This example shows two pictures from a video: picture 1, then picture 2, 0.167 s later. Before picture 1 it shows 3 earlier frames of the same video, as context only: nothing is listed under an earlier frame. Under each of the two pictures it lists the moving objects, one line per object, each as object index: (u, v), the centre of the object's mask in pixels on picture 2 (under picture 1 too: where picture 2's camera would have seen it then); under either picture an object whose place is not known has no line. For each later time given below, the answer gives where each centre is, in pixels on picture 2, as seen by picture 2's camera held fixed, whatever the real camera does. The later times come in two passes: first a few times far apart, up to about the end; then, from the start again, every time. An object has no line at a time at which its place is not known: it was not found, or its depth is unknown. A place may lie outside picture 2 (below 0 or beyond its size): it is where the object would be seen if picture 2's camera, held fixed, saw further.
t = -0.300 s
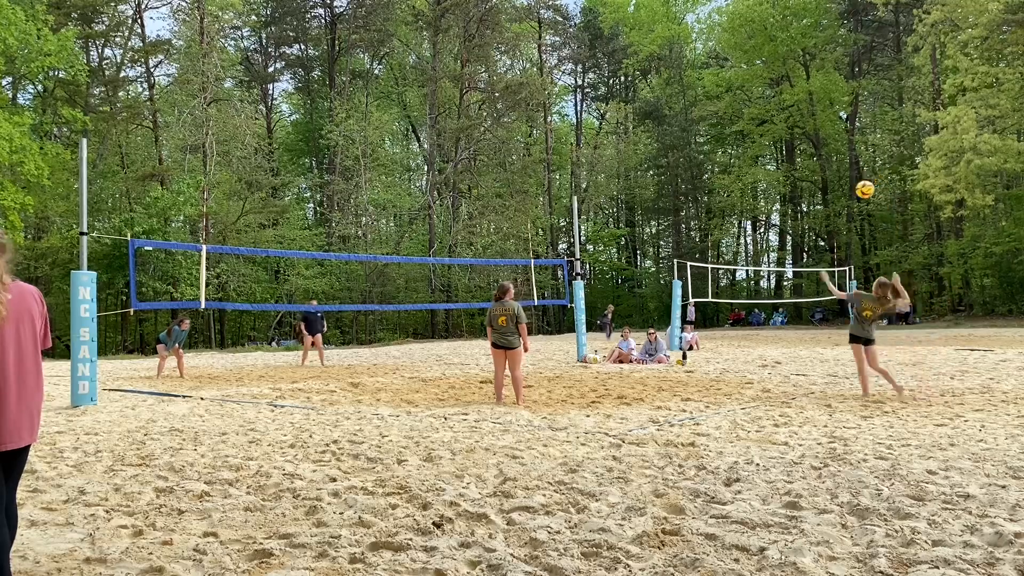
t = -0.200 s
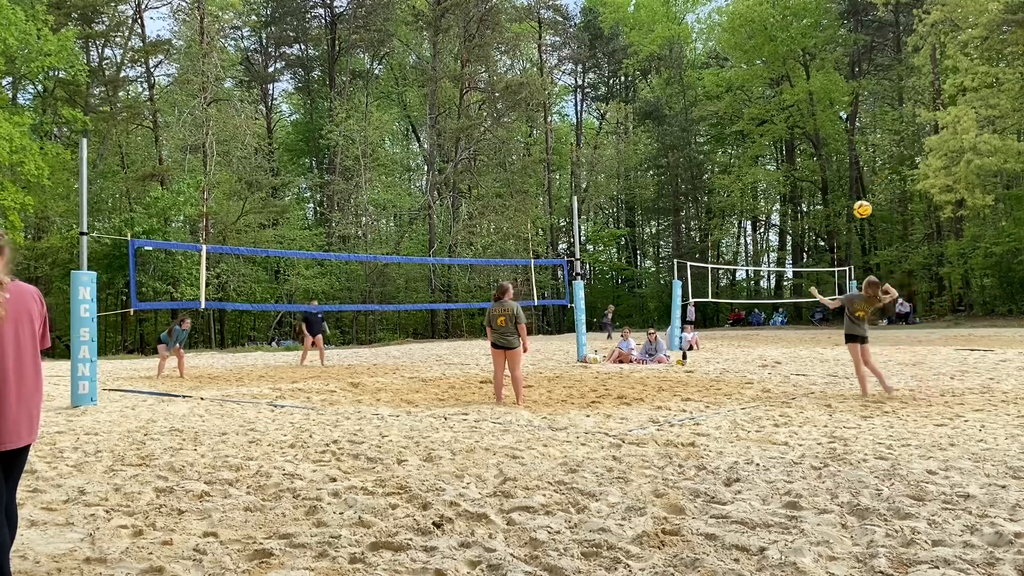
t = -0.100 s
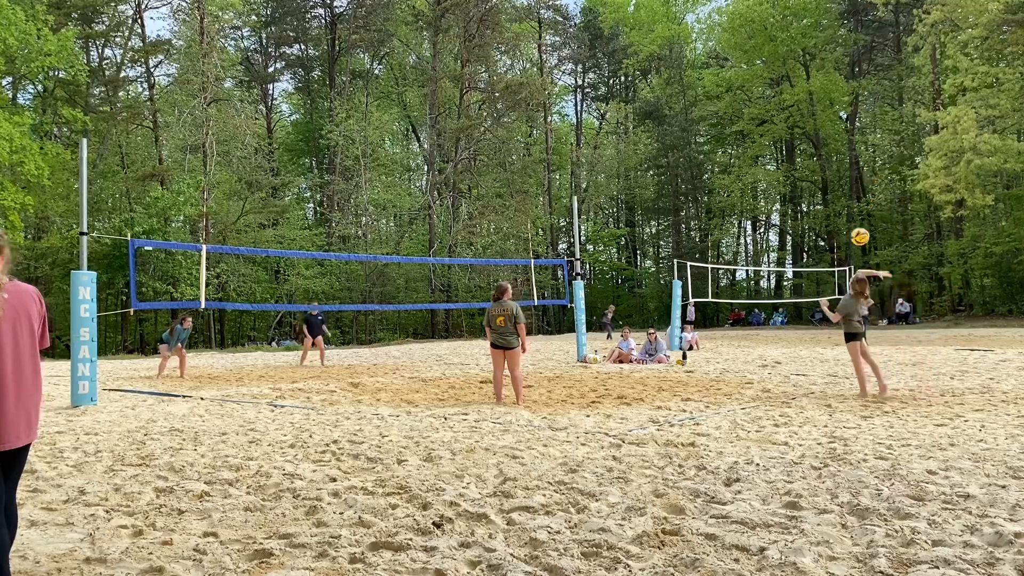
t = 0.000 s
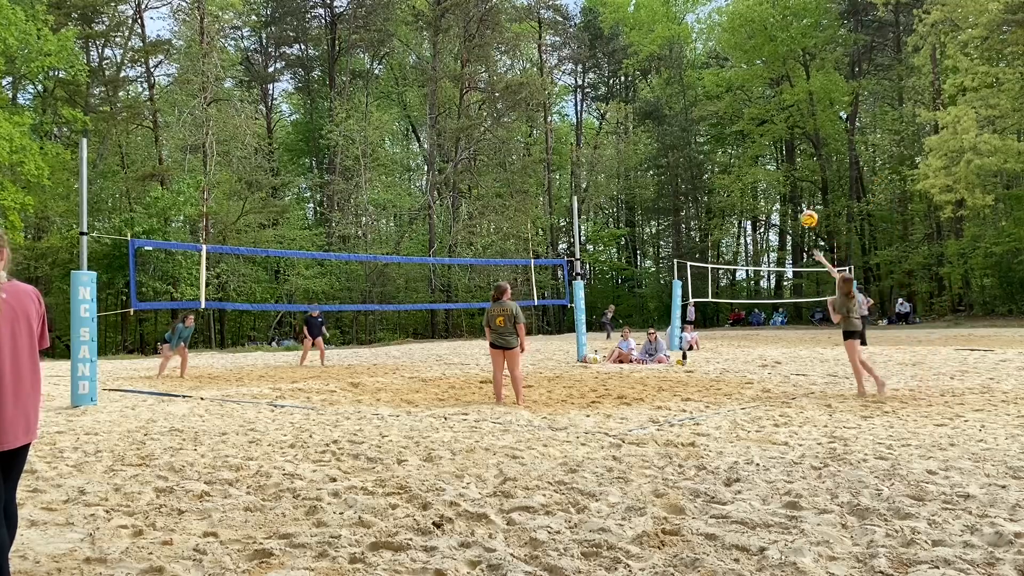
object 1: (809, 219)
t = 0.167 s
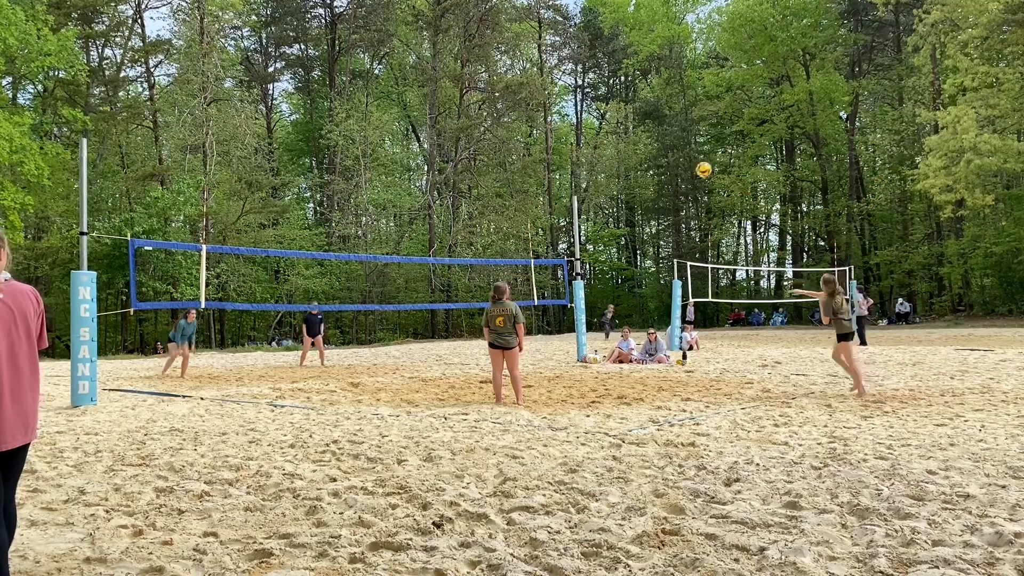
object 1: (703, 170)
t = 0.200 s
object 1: (685, 163)
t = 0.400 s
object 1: (593, 144)
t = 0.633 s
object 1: (510, 152)
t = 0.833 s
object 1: (456, 178)
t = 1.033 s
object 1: (410, 218)
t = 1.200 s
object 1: (378, 263)
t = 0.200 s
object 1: (685, 163)
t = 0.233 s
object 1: (668, 158)
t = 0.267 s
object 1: (652, 154)
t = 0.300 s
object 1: (637, 150)
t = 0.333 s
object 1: (620, 147)
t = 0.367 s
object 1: (607, 146)
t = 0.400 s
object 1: (593, 144)
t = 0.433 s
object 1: (579, 144)
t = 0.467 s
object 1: (567, 143)
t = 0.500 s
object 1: (554, 144)
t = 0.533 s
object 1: (543, 145)
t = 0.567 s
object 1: (531, 147)
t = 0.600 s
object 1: (521, 149)
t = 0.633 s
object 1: (510, 152)
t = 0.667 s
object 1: (500, 155)
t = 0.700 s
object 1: (491, 160)
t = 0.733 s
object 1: (481, 163)
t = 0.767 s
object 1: (472, 168)
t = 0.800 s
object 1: (464, 173)
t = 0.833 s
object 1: (456, 178)
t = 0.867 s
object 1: (448, 184)
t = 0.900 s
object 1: (439, 190)
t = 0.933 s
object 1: (432, 197)
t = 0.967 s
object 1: (424, 204)
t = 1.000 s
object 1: (417, 211)
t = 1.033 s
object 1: (410, 218)
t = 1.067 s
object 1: (404, 227)
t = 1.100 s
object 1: (397, 234)
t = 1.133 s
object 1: (390, 243)
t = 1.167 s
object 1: (385, 251)
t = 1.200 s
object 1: (378, 263)
